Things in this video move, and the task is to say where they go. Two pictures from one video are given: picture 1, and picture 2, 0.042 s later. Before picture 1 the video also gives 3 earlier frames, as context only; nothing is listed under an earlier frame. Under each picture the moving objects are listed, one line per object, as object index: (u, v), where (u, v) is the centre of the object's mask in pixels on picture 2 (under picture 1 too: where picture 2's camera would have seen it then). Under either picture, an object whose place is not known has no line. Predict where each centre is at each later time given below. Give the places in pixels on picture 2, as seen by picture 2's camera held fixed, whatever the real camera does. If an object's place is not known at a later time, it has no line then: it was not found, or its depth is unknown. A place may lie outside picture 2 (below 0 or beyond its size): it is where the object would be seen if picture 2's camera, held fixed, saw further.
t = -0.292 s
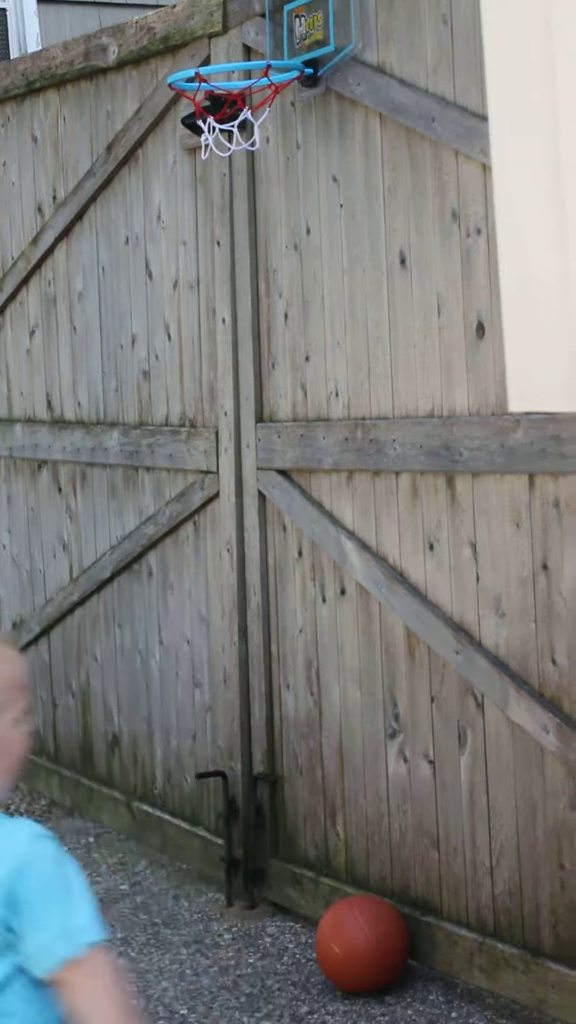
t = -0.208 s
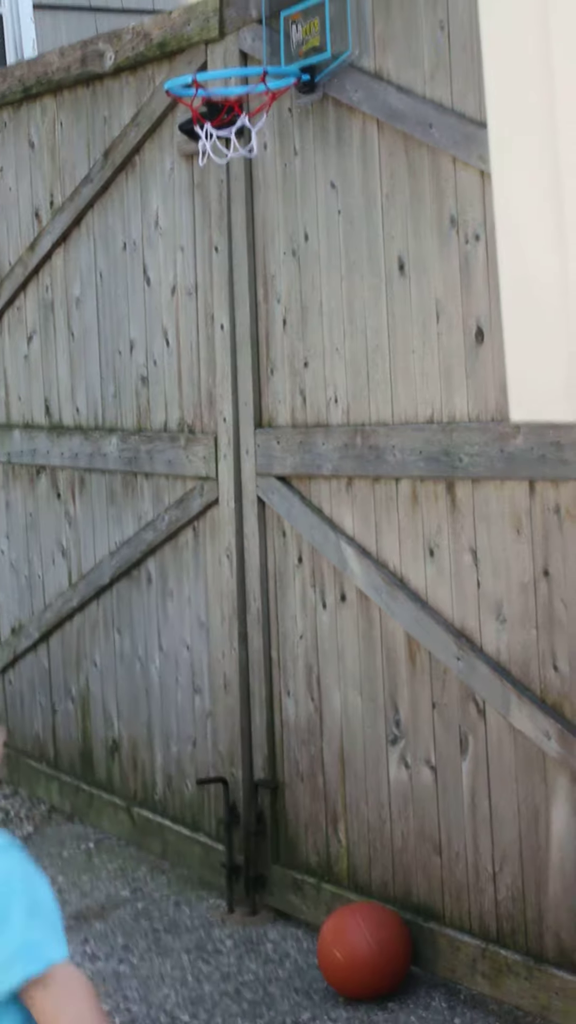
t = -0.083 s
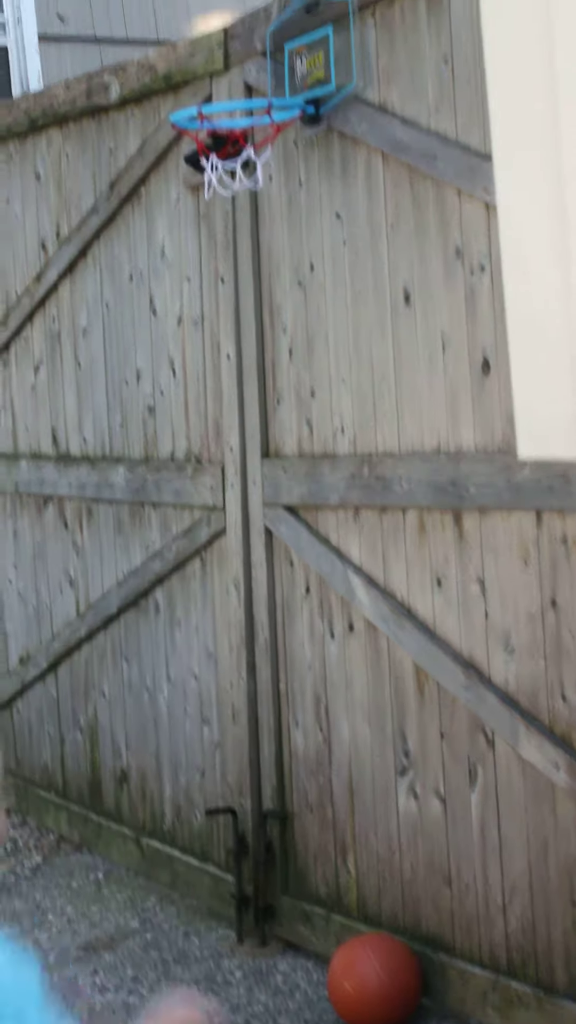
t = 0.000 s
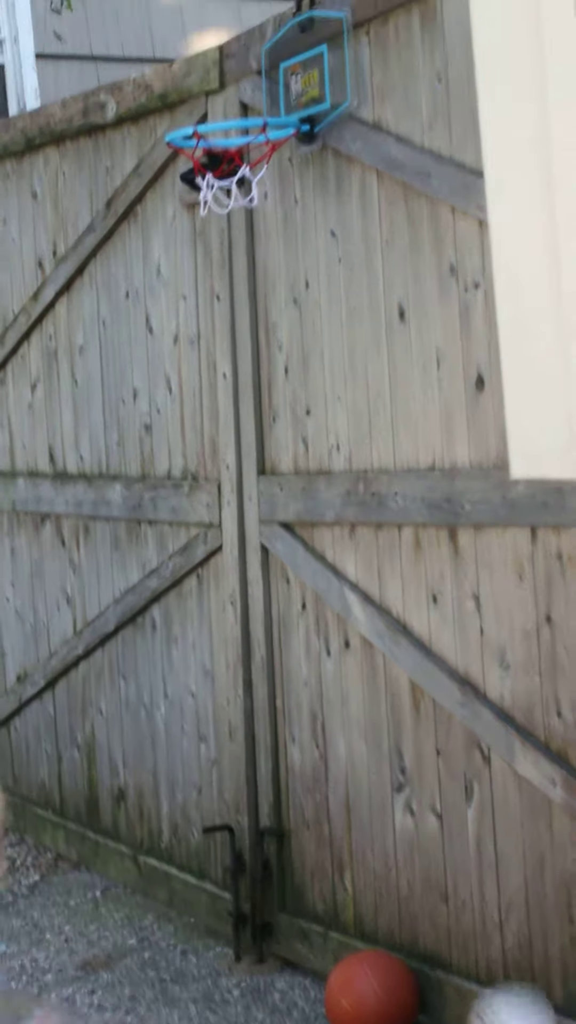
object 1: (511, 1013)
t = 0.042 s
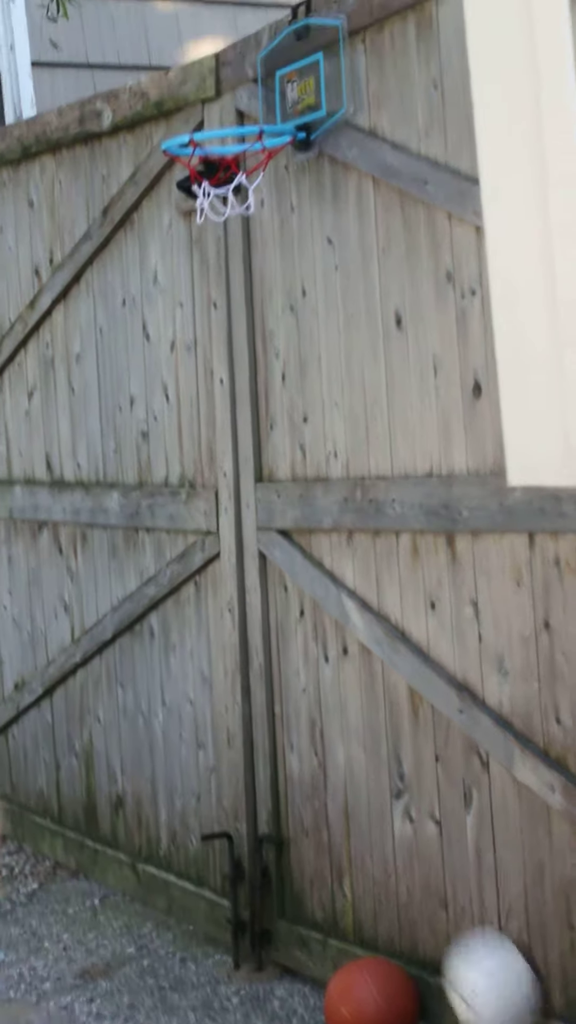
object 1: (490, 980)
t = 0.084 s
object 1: (468, 935)
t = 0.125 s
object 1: (445, 896)
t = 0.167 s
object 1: (422, 865)
